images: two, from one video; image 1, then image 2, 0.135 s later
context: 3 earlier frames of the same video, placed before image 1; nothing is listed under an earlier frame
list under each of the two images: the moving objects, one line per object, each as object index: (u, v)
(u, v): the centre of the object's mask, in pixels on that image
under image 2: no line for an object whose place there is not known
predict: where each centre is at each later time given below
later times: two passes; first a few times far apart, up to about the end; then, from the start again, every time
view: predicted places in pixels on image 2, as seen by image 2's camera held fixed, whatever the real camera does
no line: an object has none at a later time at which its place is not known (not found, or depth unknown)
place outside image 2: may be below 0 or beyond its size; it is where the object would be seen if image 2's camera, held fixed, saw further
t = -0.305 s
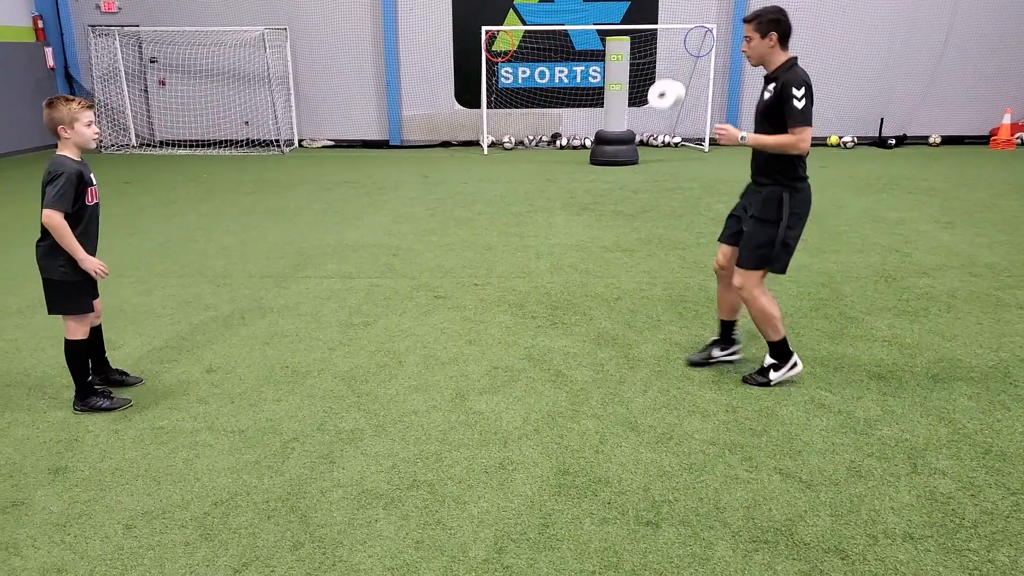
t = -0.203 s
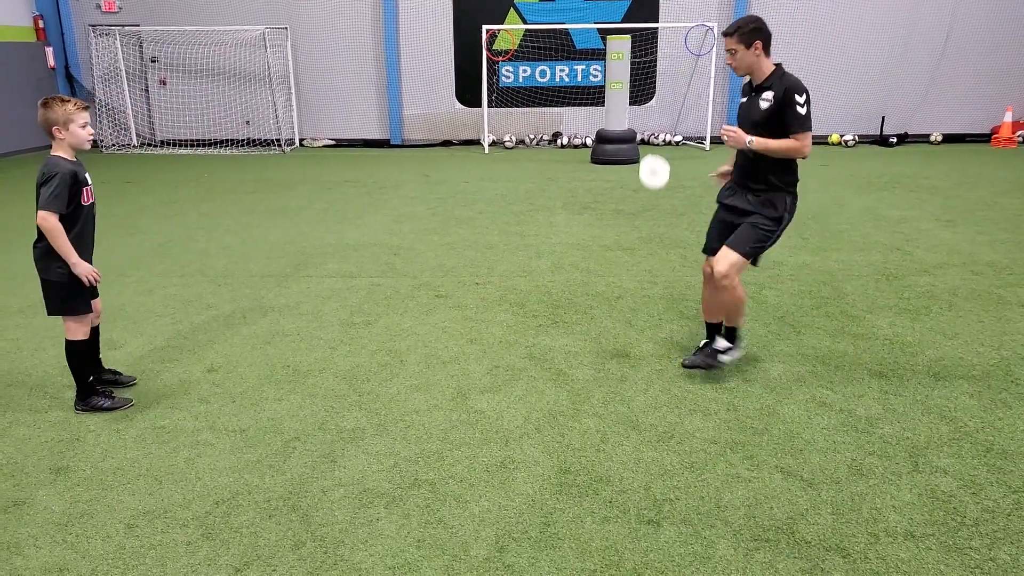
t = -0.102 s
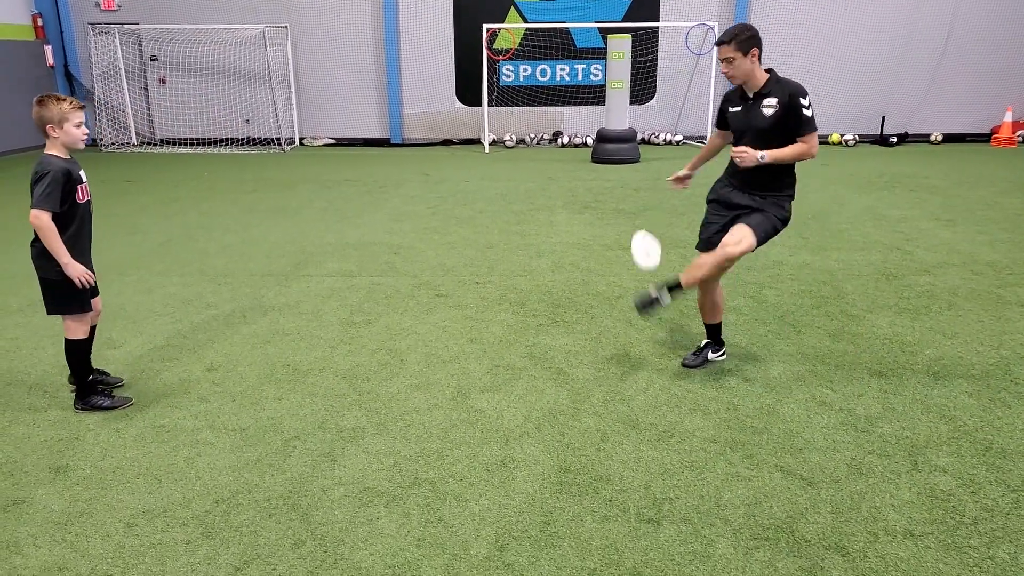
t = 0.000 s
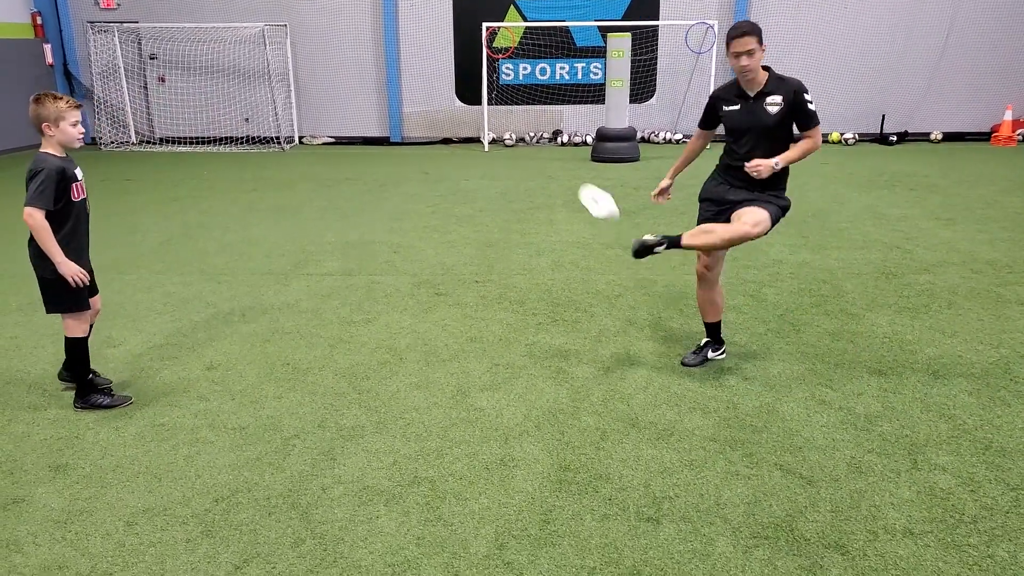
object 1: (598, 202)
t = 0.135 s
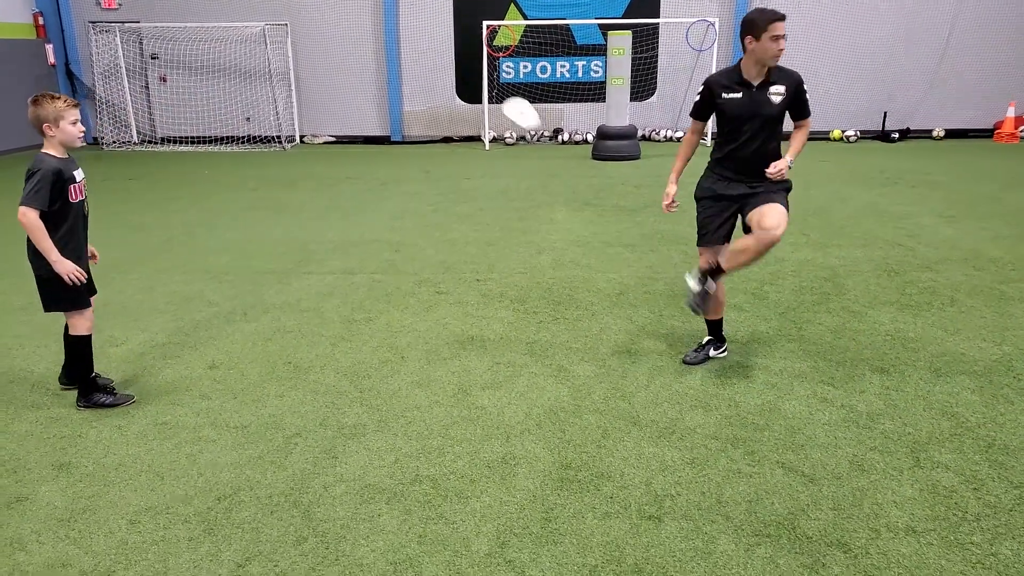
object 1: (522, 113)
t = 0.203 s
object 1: (482, 84)
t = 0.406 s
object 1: (369, 53)
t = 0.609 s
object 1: (268, 101)
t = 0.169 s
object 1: (501, 95)
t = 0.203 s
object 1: (482, 84)
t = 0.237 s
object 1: (463, 75)
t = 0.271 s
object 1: (444, 65)
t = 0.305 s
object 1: (424, 58)
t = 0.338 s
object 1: (404, 53)
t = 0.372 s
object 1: (387, 51)
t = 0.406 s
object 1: (369, 53)
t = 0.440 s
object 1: (352, 55)
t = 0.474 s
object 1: (332, 60)
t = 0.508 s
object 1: (316, 67)
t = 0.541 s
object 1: (300, 77)
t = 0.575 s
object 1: (283, 89)
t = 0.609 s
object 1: (268, 101)
